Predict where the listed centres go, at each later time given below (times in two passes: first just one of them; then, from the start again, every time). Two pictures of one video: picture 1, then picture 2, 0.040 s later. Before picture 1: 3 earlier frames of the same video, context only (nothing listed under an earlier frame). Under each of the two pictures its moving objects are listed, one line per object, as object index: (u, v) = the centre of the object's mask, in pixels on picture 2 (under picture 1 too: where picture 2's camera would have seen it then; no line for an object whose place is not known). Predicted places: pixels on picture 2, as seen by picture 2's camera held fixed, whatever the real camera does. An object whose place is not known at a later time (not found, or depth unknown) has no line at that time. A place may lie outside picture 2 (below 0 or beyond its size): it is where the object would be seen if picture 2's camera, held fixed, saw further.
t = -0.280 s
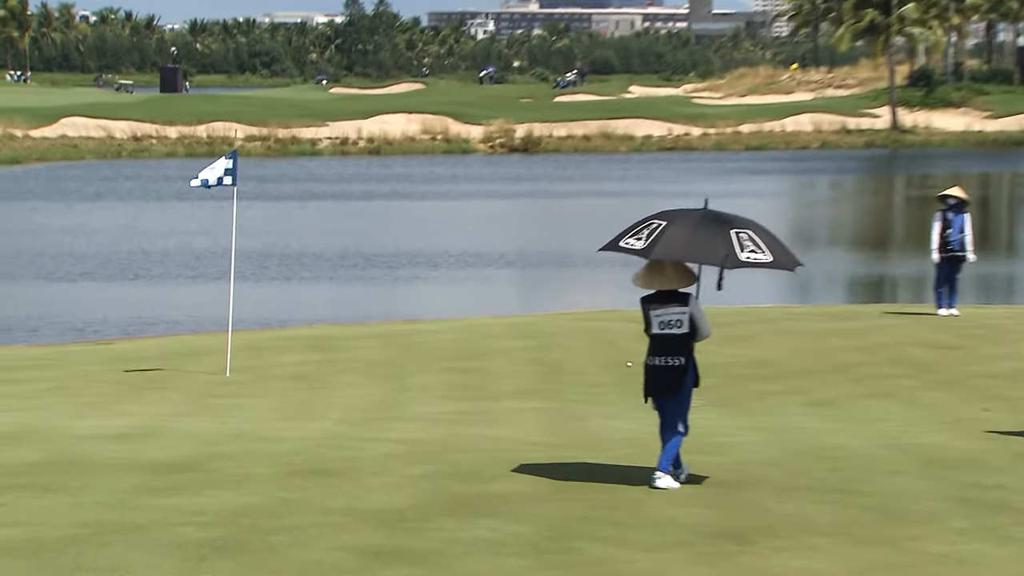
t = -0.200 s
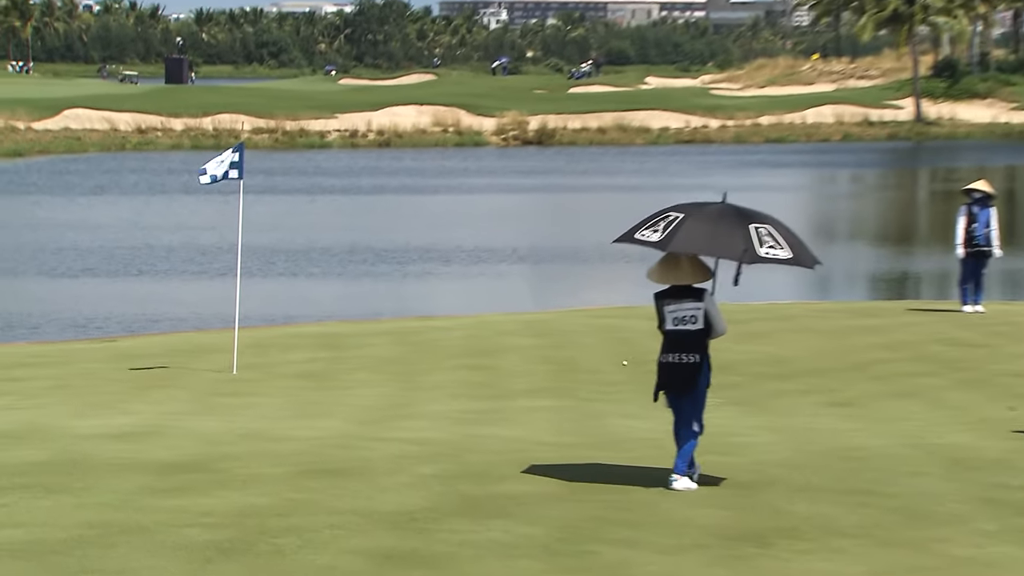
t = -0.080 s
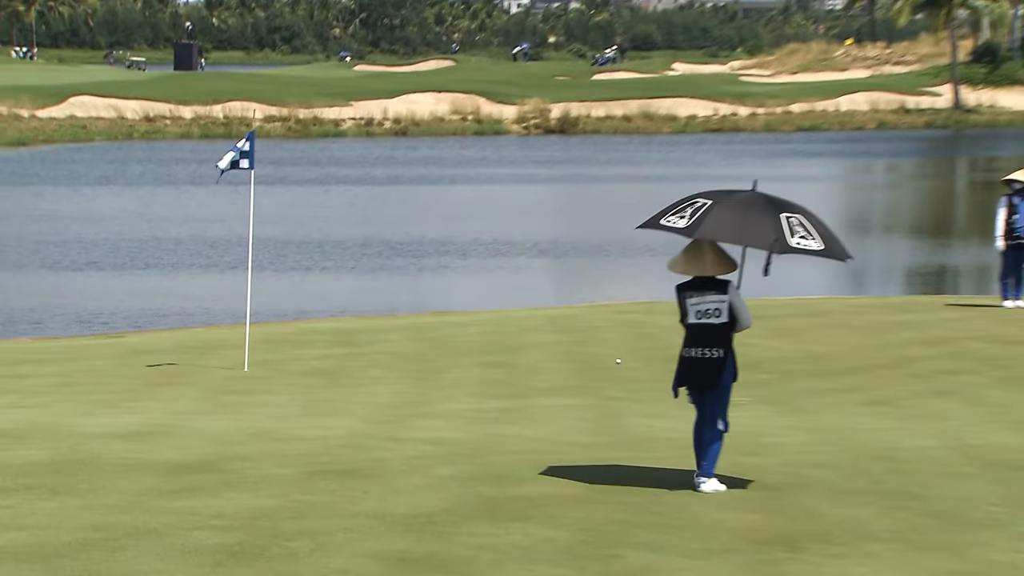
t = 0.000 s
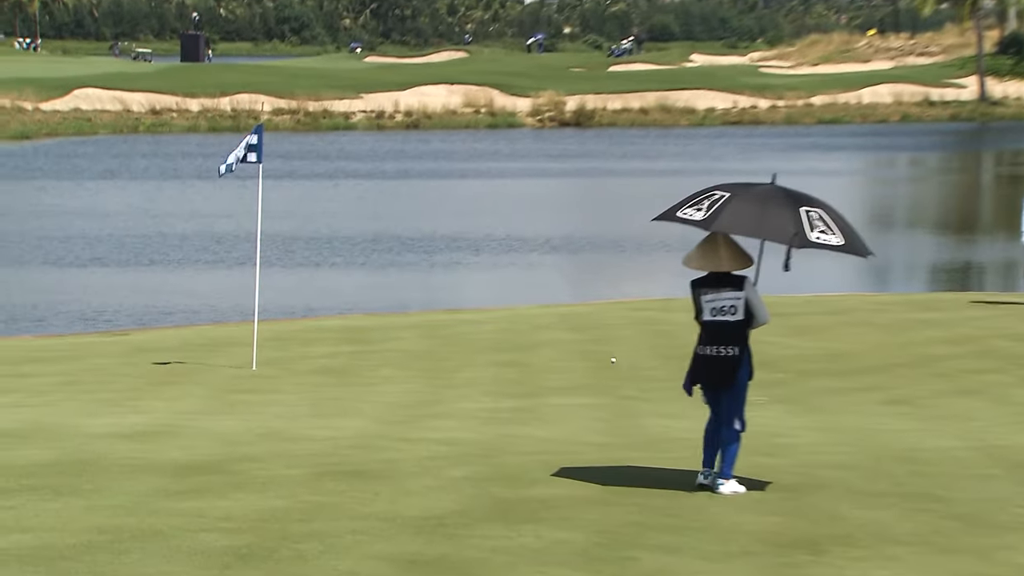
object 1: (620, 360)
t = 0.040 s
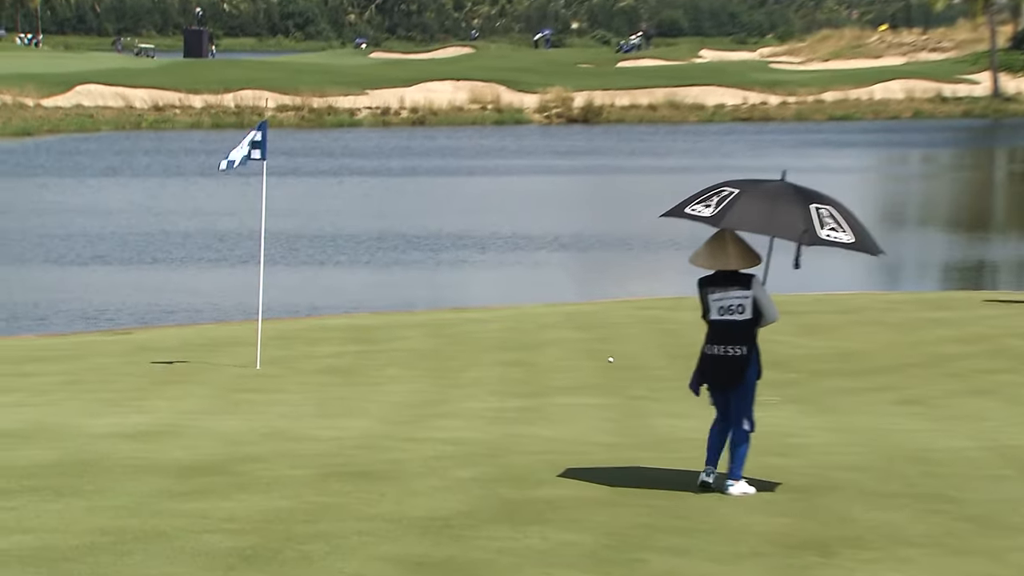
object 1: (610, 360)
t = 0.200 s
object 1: (569, 361)
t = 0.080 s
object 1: (600, 360)
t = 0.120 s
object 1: (590, 361)
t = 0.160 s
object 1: (579, 361)
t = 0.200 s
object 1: (569, 361)
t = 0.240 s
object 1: (559, 362)
